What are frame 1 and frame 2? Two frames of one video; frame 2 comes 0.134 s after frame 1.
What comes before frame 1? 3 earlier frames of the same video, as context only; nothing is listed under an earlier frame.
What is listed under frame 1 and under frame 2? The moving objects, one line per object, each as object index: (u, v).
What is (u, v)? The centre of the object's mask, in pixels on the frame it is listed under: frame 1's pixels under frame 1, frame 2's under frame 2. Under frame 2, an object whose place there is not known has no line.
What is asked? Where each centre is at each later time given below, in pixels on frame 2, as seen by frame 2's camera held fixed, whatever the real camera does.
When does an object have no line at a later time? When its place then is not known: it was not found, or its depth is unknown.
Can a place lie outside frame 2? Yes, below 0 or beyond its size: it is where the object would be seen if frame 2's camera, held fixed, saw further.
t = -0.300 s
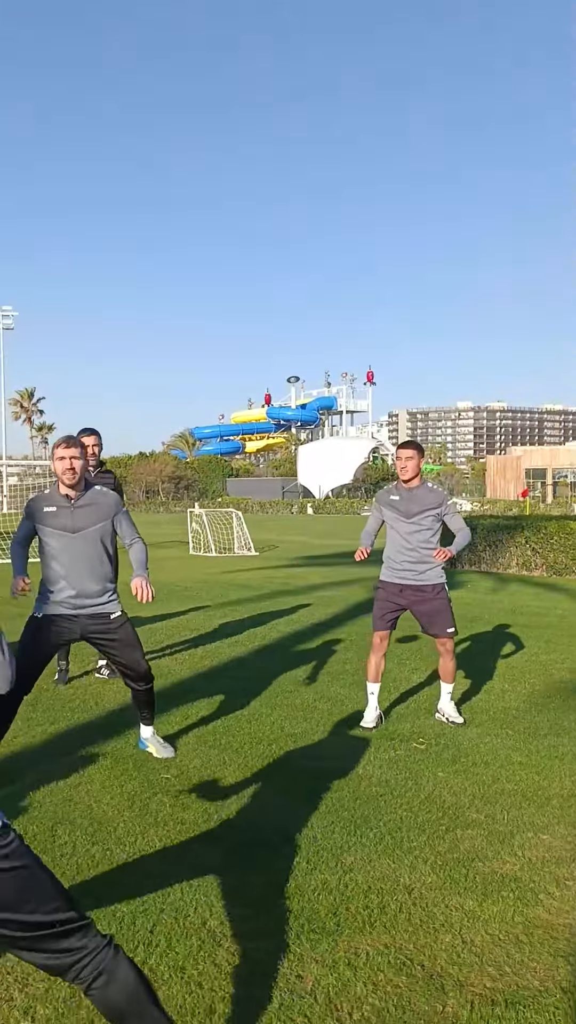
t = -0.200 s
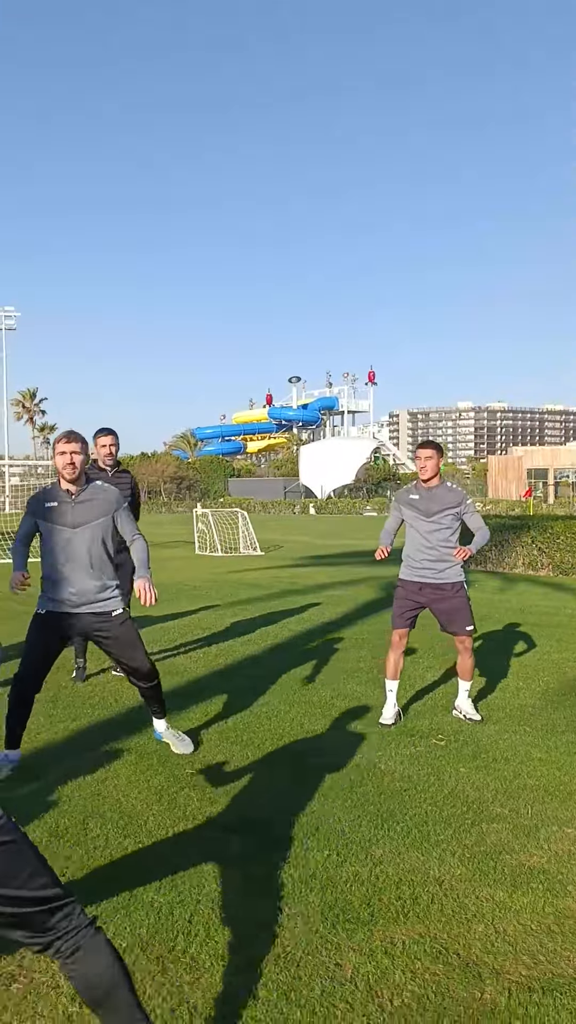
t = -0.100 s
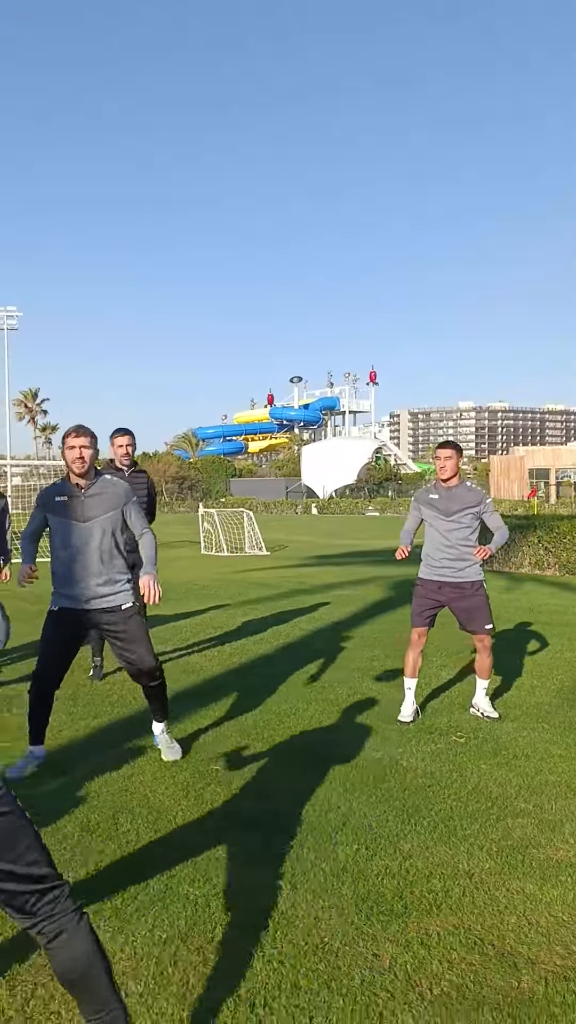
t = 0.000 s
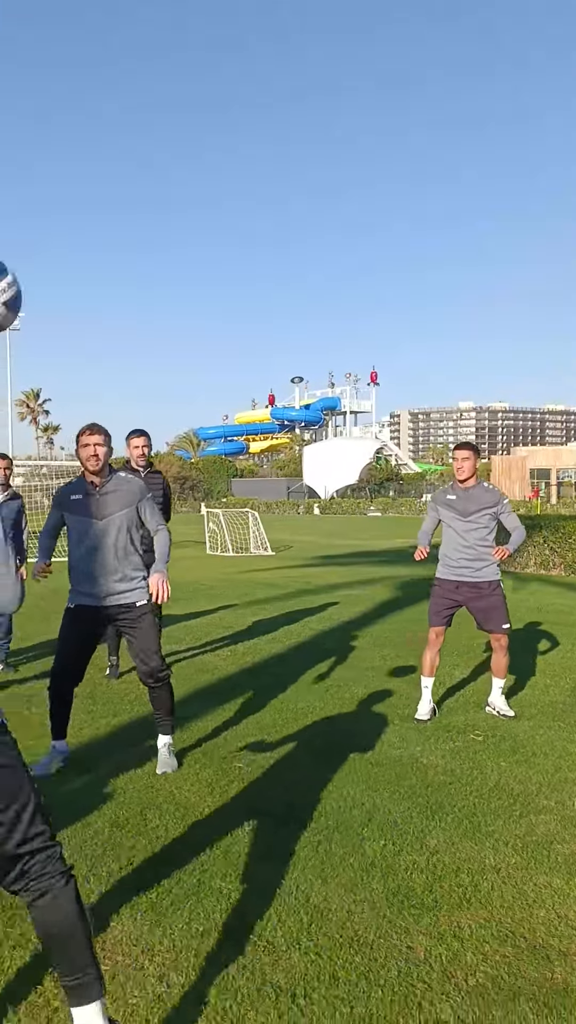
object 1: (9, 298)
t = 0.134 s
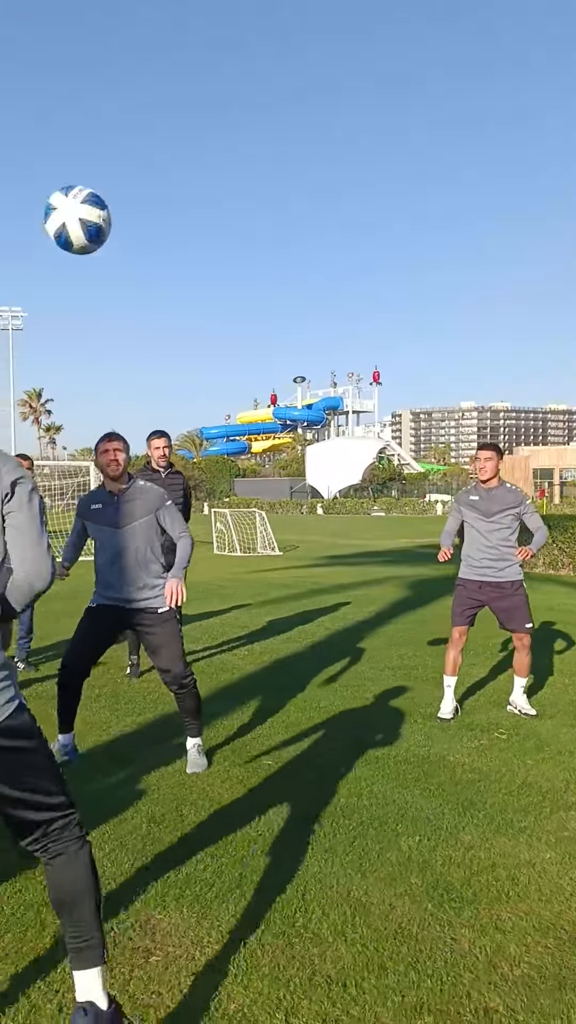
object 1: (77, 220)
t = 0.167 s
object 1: (92, 213)
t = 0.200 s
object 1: (105, 208)
